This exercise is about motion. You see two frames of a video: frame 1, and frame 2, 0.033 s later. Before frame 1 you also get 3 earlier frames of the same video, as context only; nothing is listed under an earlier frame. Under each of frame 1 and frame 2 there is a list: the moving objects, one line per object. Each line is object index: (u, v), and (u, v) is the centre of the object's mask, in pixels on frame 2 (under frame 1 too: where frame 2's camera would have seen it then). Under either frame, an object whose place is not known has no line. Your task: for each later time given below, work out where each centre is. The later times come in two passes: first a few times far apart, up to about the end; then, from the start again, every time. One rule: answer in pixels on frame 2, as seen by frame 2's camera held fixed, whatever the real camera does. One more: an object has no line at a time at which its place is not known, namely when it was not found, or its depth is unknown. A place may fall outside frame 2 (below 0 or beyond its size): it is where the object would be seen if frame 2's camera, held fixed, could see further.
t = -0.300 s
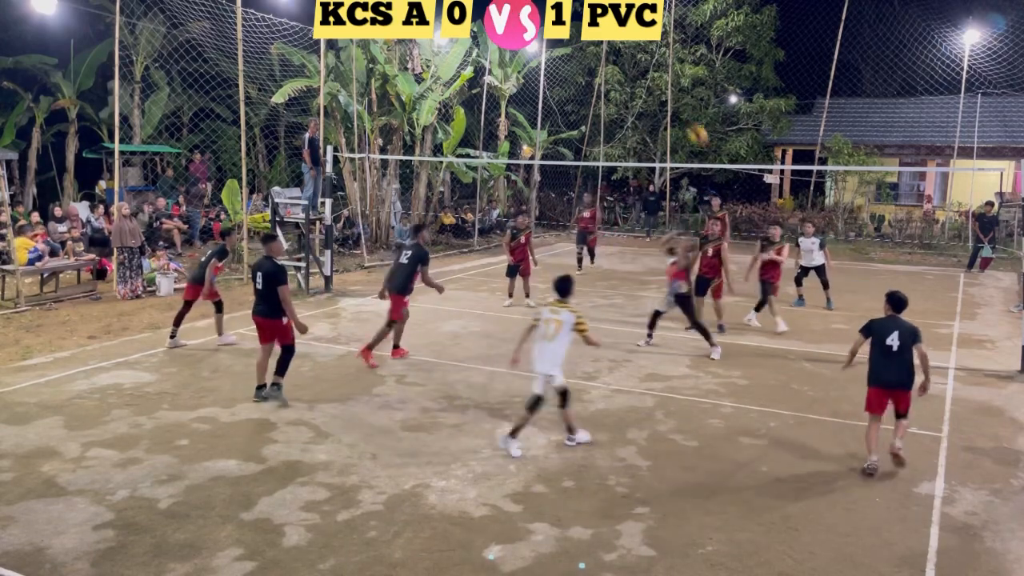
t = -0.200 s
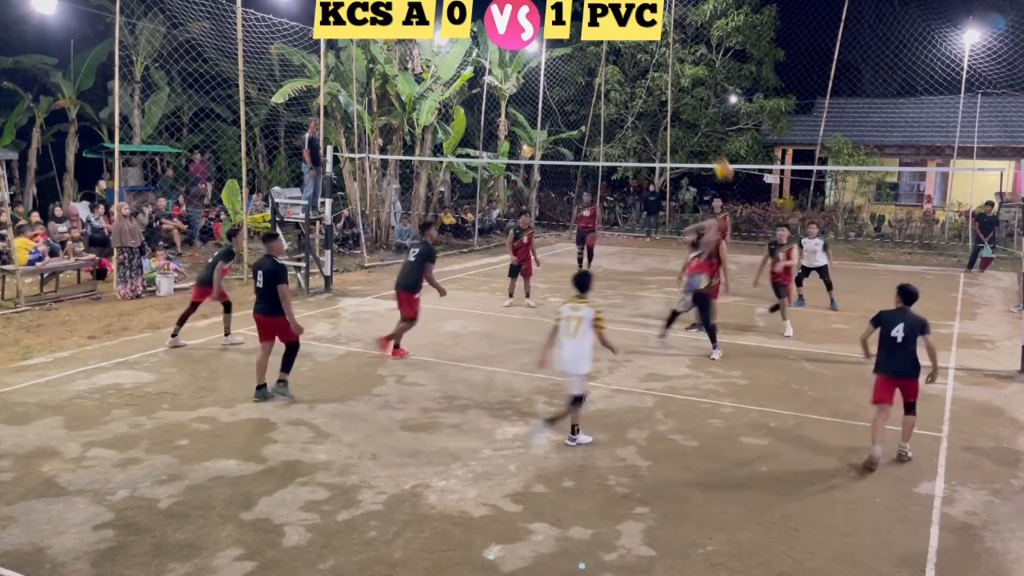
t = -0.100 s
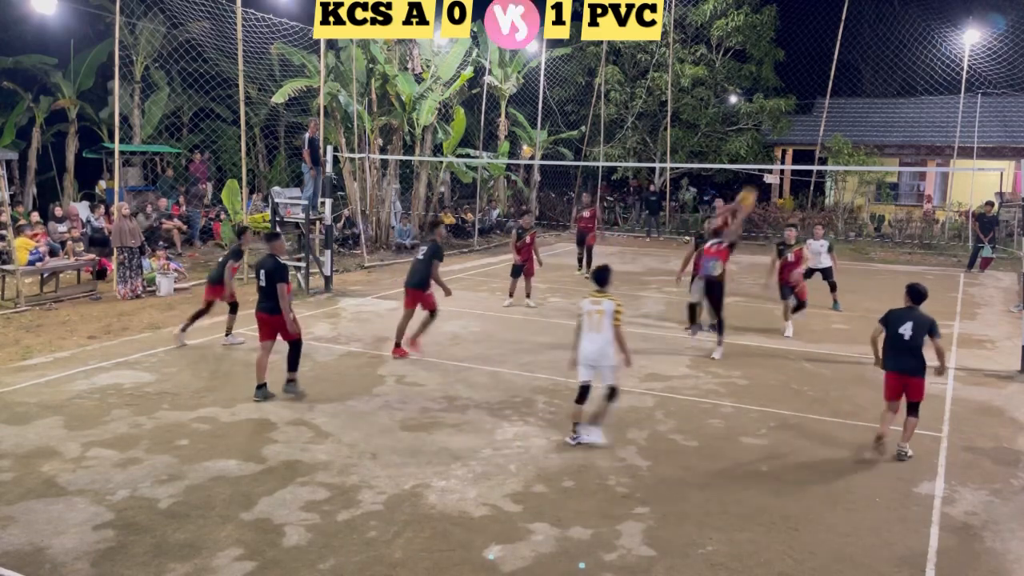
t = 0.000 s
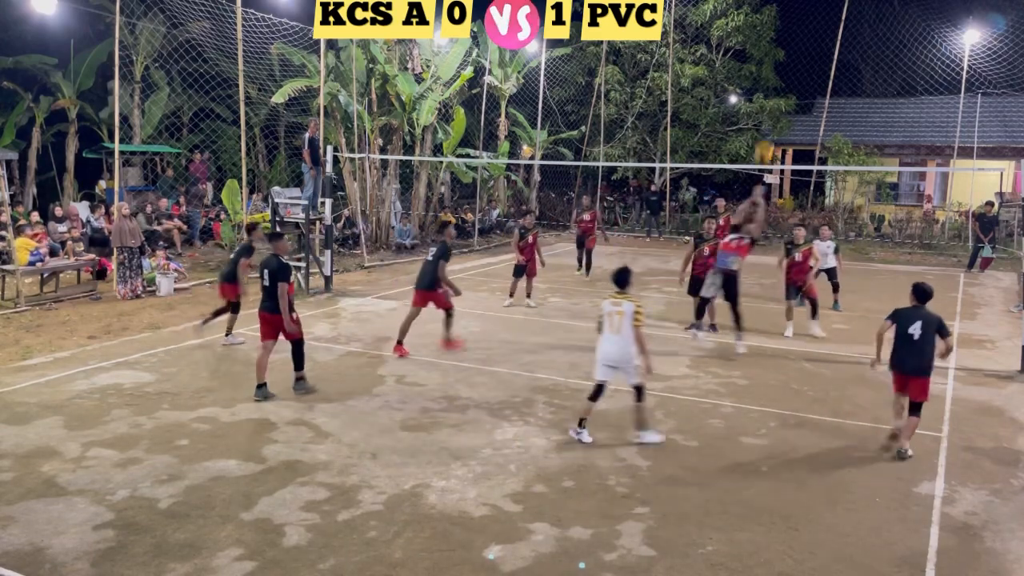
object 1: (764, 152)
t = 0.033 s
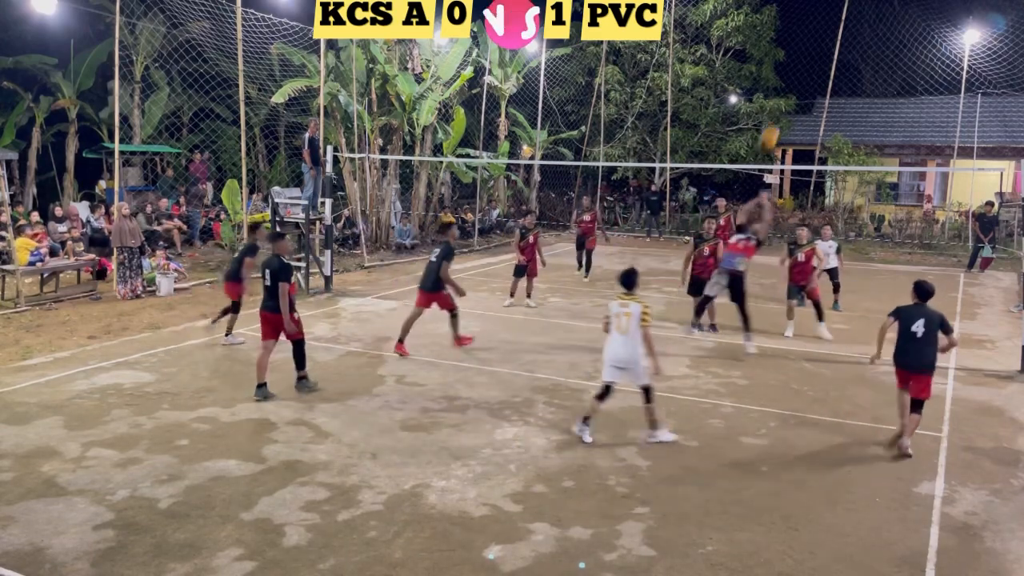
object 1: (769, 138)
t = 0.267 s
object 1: (804, 59)
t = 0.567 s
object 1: (849, 23)
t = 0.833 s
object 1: (886, 58)
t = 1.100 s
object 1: (917, 156)
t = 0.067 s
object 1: (774, 124)
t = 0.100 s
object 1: (779, 112)
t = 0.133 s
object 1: (784, 98)
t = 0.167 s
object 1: (789, 88)
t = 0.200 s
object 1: (794, 77)
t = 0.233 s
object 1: (799, 68)
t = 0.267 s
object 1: (804, 59)
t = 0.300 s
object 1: (809, 52)
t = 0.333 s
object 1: (814, 44)
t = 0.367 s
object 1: (819, 38)
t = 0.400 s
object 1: (824, 33)
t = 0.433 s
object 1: (829, 30)
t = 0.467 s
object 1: (835, 26)
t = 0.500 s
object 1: (840, 24)
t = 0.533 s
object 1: (844, 23)
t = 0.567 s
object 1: (849, 23)
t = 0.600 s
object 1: (855, 24)
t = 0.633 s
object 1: (859, 26)
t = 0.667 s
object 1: (863, 28)
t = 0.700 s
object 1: (868, 32)
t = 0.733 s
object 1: (873, 37)
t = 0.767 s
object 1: (877, 43)
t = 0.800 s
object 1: (882, 50)
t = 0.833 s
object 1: (886, 58)
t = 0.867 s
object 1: (891, 67)
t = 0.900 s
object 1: (894, 77)
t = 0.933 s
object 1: (899, 89)
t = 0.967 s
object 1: (902, 100)
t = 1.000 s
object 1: (907, 114)
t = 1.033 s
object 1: (911, 127)
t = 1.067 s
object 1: (913, 142)
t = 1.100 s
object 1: (917, 156)
